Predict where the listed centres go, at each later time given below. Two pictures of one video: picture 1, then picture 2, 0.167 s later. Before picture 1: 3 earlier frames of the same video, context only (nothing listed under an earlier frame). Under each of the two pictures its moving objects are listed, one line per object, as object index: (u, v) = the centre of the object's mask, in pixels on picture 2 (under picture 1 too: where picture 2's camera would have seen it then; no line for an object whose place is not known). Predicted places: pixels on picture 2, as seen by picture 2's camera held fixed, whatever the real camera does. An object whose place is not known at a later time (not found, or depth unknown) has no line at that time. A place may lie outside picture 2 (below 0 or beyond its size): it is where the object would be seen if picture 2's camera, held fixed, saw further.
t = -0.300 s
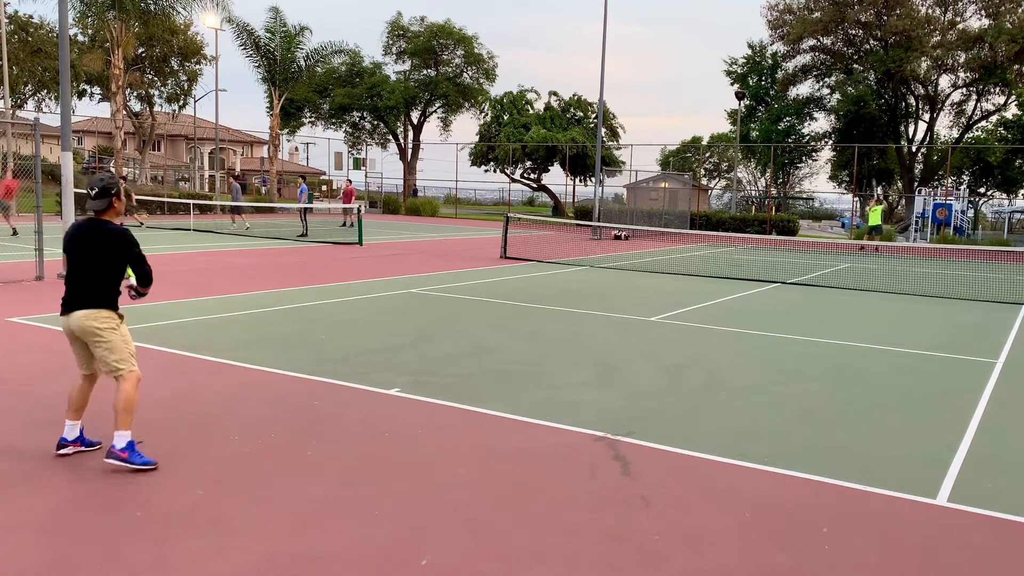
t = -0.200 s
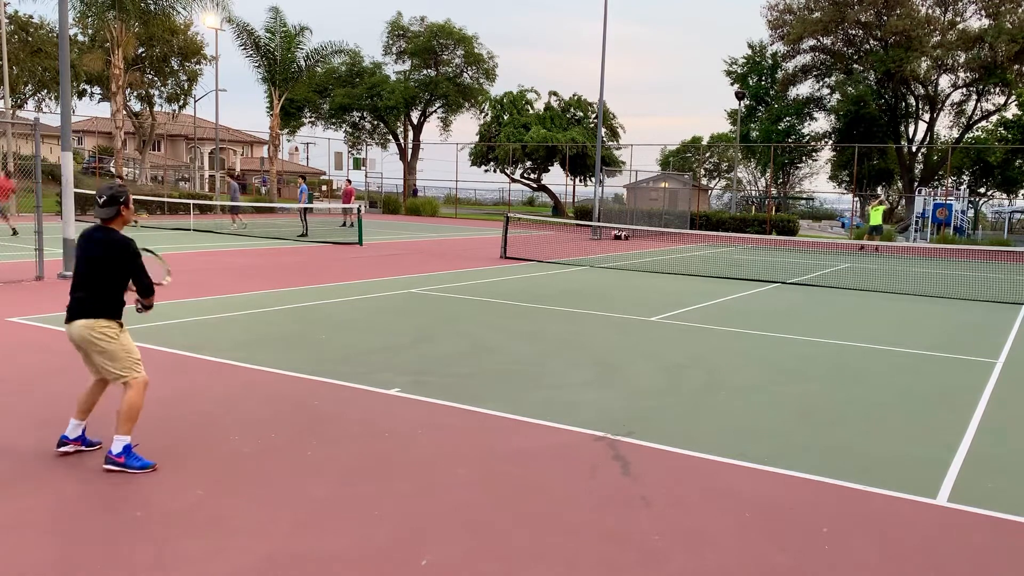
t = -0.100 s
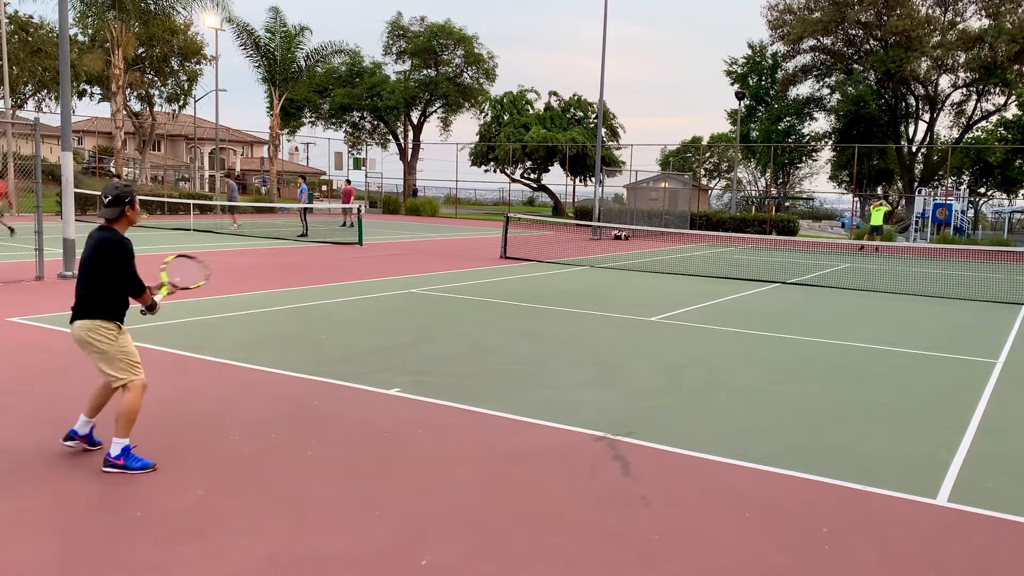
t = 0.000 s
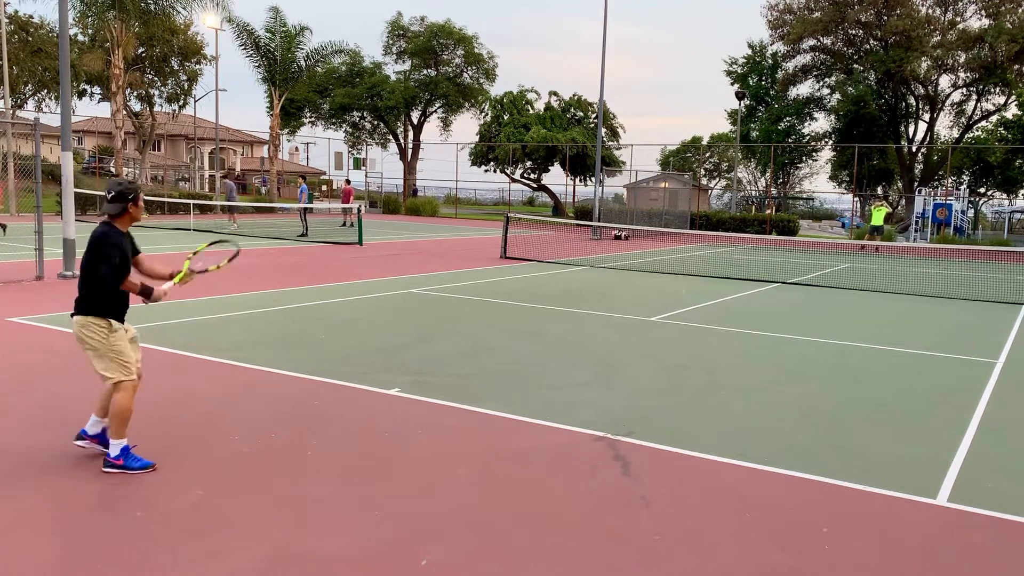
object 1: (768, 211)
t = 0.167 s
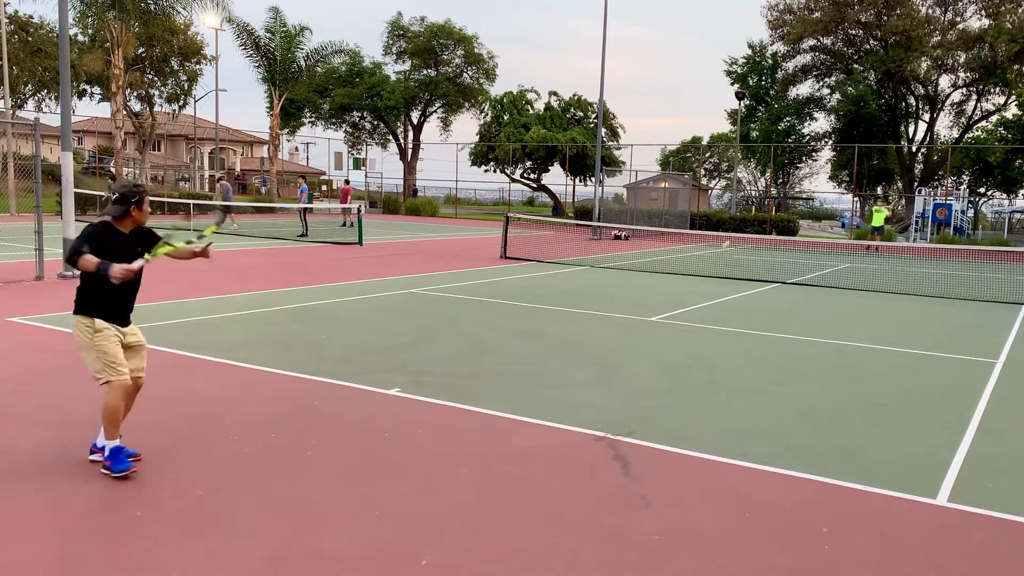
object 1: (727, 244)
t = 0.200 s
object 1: (714, 254)
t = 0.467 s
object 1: (622, 304)
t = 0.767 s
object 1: (486, 294)
